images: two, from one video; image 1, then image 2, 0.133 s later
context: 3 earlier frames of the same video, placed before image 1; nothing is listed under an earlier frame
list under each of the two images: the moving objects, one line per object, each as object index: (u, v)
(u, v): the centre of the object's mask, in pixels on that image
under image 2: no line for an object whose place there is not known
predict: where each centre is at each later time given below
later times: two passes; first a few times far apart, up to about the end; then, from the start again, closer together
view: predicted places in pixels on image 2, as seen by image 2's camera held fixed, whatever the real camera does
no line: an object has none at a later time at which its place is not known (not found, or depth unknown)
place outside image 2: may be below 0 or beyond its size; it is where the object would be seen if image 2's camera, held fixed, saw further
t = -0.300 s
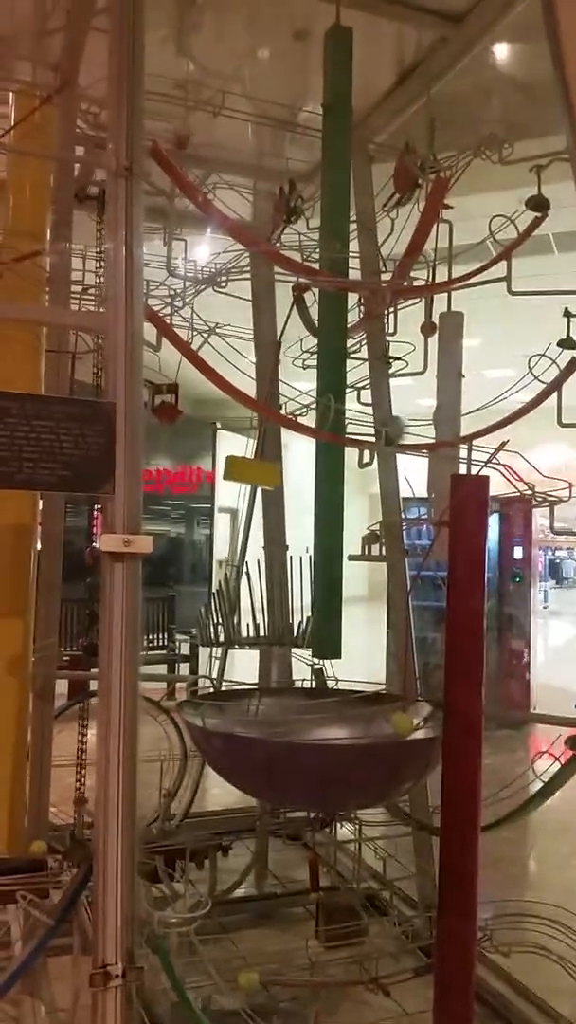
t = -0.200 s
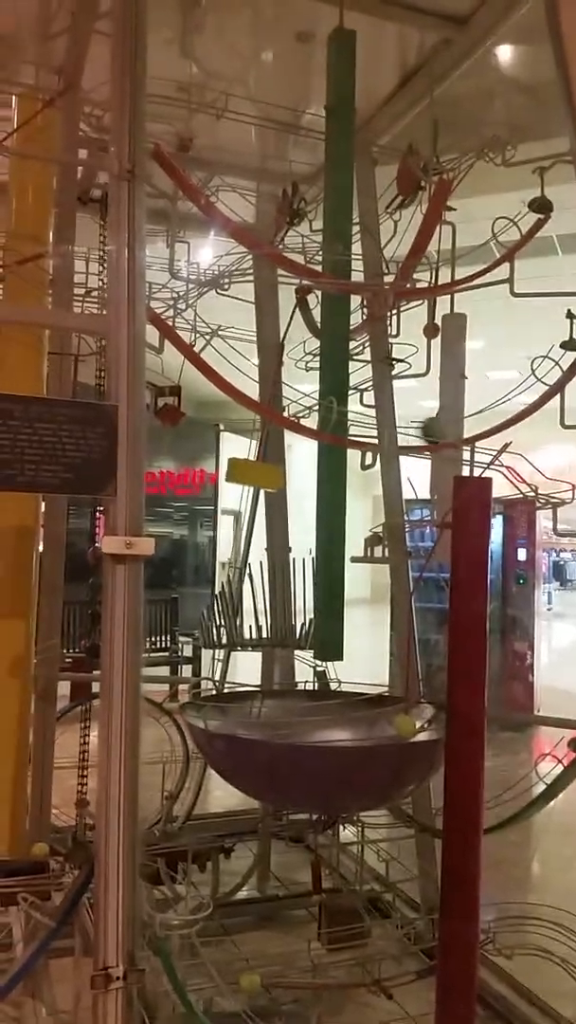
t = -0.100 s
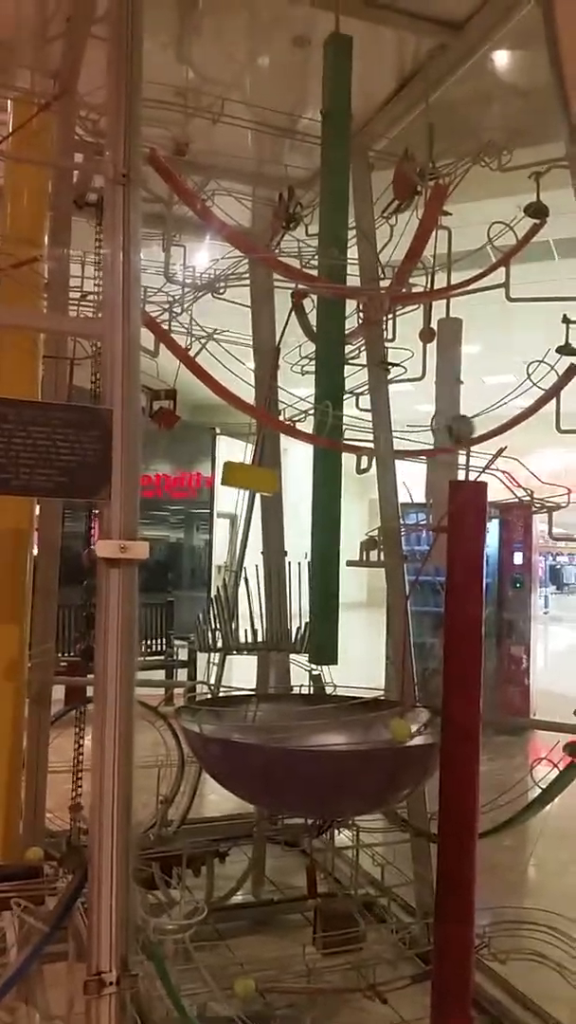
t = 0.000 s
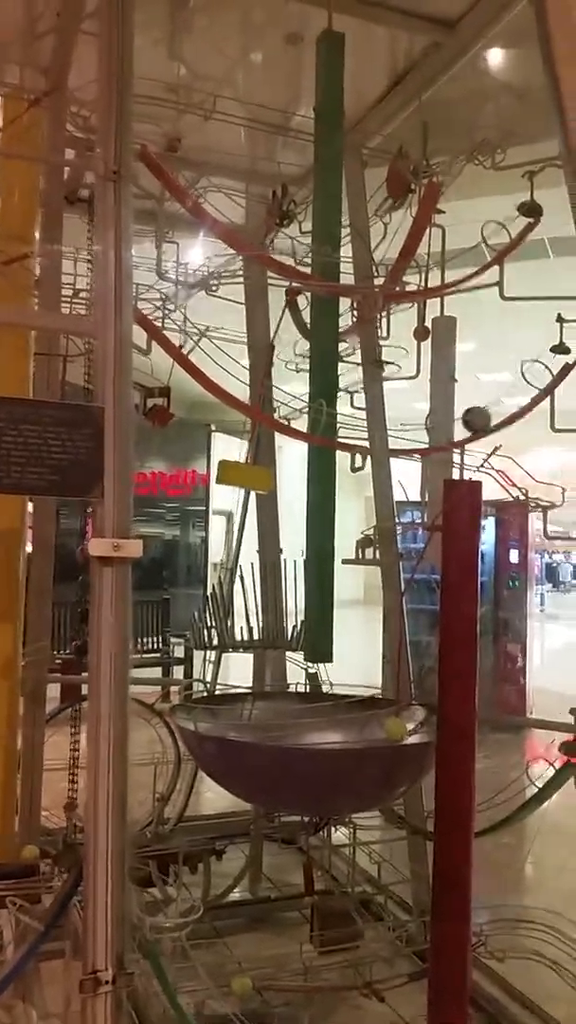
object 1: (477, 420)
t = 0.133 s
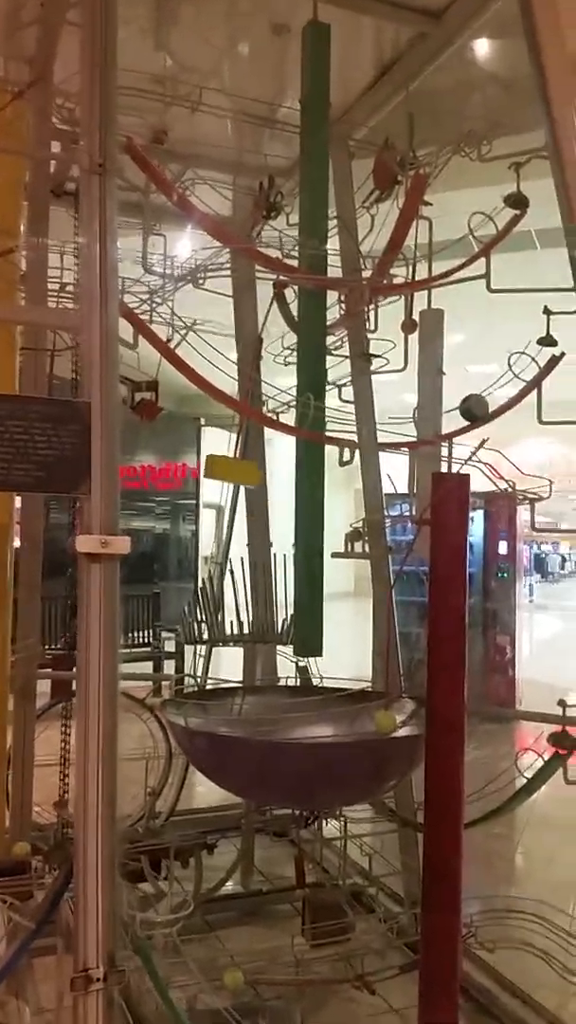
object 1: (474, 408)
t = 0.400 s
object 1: (426, 423)
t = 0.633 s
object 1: (338, 424)
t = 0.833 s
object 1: (270, 404)
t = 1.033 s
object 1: (247, 392)
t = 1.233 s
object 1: (272, 404)
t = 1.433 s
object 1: (337, 424)
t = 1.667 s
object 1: (420, 425)
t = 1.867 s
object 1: (462, 411)
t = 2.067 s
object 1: (459, 413)
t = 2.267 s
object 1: (409, 426)
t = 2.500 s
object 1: (323, 421)
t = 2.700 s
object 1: (269, 404)
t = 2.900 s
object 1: (257, 397)
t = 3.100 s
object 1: (292, 412)
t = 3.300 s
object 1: (354, 428)
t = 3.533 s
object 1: (425, 425)
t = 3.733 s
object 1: (456, 415)
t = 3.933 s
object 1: (444, 420)
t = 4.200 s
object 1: (370, 429)
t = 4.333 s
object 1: (324, 421)
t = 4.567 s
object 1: (273, 405)
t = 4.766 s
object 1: (272, 405)
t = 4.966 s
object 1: (306, 416)
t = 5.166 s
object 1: (371, 429)
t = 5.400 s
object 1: (430, 424)
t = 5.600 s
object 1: (450, 418)
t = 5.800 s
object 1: (426, 424)
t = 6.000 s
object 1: (376, 430)
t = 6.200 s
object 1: (317, 419)
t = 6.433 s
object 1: (278, 407)
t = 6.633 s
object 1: (285, 410)
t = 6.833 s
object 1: (318, 420)
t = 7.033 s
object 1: (379, 429)
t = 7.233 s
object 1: (425, 424)
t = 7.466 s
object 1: (441, 420)
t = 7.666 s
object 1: (414, 426)
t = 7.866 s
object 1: (365, 429)
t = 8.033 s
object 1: (323, 421)
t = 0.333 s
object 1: (449, 418)
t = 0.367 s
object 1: (439, 421)
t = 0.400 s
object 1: (426, 423)
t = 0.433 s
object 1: (419, 425)
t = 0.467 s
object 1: (405, 426)
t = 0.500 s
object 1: (394, 427)
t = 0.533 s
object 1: (379, 429)
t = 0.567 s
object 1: (366, 429)
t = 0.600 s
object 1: (351, 426)
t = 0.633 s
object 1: (338, 424)
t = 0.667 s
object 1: (325, 421)
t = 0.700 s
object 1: (317, 419)
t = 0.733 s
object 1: (300, 414)
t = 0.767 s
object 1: (291, 412)
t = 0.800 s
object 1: (279, 407)
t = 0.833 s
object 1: (270, 404)
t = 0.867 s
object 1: (262, 400)
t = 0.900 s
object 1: (256, 397)
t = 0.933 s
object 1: (252, 394)
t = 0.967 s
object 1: (249, 392)
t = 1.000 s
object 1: (247, 392)
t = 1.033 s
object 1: (247, 392)
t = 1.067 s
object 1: (247, 392)
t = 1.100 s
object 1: (249, 392)
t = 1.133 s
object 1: (252, 393)
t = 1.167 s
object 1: (258, 398)
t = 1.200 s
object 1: (265, 401)
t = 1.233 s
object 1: (272, 404)
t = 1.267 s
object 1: (279, 407)
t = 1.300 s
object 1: (292, 412)
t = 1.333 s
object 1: (299, 415)
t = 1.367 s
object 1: (317, 420)
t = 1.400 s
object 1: (323, 420)
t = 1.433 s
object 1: (337, 424)
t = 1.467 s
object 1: (348, 427)
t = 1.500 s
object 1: (358, 428)
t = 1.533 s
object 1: (376, 430)
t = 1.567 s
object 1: (388, 429)
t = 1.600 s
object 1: (399, 428)
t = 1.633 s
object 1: (410, 427)
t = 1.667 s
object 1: (420, 425)
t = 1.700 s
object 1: (425, 424)
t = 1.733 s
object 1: (440, 421)
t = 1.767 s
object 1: (447, 419)
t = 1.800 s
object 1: (453, 416)
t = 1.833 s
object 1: (458, 413)
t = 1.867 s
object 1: (462, 411)
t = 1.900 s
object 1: (465, 411)
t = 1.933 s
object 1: (466, 411)
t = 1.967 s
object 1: (466, 410)
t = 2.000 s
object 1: (465, 411)
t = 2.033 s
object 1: (462, 412)
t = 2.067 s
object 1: (459, 413)
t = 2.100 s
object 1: (454, 416)
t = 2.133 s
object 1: (448, 418)
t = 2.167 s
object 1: (440, 421)
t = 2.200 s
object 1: (429, 423)
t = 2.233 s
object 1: (418, 425)
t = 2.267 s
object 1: (409, 426)
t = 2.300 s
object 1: (399, 427)
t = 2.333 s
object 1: (387, 429)
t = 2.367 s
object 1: (374, 428)
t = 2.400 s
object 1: (359, 426)
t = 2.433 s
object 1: (347, 426)
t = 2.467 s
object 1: (337, 424)
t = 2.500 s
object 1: (323, 421)
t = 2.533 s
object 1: (315, 420)
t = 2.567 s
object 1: (300, 415)
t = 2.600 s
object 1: (294, 413)
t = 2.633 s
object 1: (283, 409)
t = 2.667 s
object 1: (276, 406)
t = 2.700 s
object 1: (269, 404)
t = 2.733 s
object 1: (264, 402)
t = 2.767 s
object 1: (260, 399)
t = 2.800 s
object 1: (257, 397)
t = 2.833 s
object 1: (256, 397)
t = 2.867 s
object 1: (256, 397)
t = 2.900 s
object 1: (257, 397)
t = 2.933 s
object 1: (260, 398)
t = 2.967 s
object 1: (264, 401)
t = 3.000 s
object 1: (269, 404)
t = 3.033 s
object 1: (275, 406)
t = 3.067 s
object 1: (283, 409)
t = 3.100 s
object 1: (292, 412)
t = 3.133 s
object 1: (298, 414)
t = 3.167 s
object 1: (310, 418)
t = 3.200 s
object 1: (322, 421)
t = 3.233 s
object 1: (334, 424)
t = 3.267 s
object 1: (343, 426)
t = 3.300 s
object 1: (354, 428)
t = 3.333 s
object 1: (369, 430)
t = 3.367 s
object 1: (378, 429)
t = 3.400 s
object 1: (391, 428)
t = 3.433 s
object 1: (401, 428)
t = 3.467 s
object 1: (410, 427)
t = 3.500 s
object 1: (419, 426)
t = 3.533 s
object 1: (425, 425)
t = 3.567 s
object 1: (433, 423)
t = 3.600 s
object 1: (442, 421)
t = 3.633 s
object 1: (449, 418)
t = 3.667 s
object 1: (452, 416)
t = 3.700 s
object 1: (455, 416)
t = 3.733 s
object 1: (456, 415)
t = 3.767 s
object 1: (457, 414)
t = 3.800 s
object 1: (457, 414)
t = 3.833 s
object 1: (455, 415)
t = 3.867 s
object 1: (453, 416)
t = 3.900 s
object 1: (450, 417)
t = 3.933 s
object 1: (444, 420)
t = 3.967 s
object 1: (438, 422)
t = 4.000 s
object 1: (429, 424)
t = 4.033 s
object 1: (421, 424)
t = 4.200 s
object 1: (370, 429)
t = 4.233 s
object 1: (356, 427)
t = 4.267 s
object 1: (345, 426)
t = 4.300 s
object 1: (337, 424)
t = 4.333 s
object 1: (324, 421)
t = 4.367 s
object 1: (316, 419)
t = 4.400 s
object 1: (302, 417)
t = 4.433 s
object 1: (296, 413)
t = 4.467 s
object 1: (290, 412)
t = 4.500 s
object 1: (283, 408)
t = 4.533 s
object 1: (277, 406)
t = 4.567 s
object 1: (273, 405)
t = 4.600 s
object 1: (270, 403)
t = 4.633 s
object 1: (268, 402)
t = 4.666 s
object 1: (268, 402)
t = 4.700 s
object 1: (268, 403)
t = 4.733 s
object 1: (269, 403)
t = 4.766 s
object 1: (272, 405)
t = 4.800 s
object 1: (276, 406)
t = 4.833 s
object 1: (280, 408)
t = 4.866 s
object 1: (285, 409)
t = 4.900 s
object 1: (295, 412)
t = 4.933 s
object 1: (300, 416)
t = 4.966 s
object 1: (306, 416)
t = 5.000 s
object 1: (314, 417)
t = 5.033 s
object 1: (330, 421)
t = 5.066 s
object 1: (340, 425)
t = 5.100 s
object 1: (348, 428)
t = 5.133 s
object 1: (359, 428)
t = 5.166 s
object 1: (371, 429)
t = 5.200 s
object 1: (381, 429)
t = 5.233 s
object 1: (392, 429)
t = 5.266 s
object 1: (401, 428)
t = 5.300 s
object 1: (409, 427)
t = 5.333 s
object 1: (418, 427)
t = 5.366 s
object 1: (425, 425)
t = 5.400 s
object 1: (430, 424)
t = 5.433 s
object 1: (437, 422)
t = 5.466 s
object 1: (442, 421)
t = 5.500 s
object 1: (446, 420)
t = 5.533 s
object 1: (449, 418)
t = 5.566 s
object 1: (450, 417)
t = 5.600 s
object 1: (450, 418)
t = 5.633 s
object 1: (450, 418)
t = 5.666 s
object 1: (448, 418)
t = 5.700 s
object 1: (445, 420)
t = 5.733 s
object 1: (441, 421)
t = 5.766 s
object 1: (435, 423)
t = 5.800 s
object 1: (426, 424)
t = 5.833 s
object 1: (421, 425)
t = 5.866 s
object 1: (414, 426)
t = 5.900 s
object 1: (406, 428)
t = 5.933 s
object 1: (396, 429)
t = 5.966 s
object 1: (387, 429)
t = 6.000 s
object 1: (376, 430)
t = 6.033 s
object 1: (367, 430)
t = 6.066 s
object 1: (353, 428)
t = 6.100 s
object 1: (344, 426)
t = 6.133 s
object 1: (336, 424)
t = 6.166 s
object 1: (325, 421)
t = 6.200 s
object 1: (317, 419)
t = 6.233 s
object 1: (310, 418)
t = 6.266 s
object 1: (298, 415)
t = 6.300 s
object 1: (295, 413)
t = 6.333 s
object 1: (290, 412)
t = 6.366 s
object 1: (284, 409)
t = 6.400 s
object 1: (280, 408)
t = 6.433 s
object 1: (278, 407)
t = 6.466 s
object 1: (276, 406)
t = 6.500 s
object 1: (276, 406)
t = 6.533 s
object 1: (277, 406)
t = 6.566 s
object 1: (278, 407)
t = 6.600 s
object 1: (281, 408)
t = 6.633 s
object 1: (285, 410)
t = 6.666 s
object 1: (289, 411)
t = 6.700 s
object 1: (294, 413)
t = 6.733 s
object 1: (299, 416)
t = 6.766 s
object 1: (306, 416)
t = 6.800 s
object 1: (313, 418)
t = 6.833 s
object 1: (318, 420)
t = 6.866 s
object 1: (336, 424)
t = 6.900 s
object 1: (343, 426)
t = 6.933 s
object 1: (352, 426)
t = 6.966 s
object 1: (362, 426)
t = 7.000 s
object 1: (373, 429)
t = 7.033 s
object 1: (379, 429)
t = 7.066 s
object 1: (391, 428)
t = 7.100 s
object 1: (399, 428)
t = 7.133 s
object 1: (407, 427)
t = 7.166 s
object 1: (414, 427)
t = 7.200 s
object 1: (419, 425)
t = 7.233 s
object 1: (425, 424)
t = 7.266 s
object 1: (430, 424)
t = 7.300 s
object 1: (433, 422)
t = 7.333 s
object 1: (438, 421)
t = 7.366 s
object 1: (440, 420)
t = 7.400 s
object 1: (441, 420)
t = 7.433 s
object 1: (441, 420)
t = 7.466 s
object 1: (441, 420)
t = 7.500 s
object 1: (439, 421)
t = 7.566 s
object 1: (431, 424)
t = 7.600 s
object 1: (425, 425)
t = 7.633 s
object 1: (421, 425)
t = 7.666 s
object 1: (414, 426)
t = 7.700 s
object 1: (407, 426)
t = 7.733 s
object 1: (399, 427)
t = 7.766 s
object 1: (391, 428)
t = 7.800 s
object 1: (384, 428)
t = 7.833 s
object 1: (374, 430)
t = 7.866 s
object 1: (365, 429)
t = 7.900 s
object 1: (354, 427)
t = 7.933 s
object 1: (346, 426)
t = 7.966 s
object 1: (339, 425)
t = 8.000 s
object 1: (328, 423)
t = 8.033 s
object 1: (323, 421)
